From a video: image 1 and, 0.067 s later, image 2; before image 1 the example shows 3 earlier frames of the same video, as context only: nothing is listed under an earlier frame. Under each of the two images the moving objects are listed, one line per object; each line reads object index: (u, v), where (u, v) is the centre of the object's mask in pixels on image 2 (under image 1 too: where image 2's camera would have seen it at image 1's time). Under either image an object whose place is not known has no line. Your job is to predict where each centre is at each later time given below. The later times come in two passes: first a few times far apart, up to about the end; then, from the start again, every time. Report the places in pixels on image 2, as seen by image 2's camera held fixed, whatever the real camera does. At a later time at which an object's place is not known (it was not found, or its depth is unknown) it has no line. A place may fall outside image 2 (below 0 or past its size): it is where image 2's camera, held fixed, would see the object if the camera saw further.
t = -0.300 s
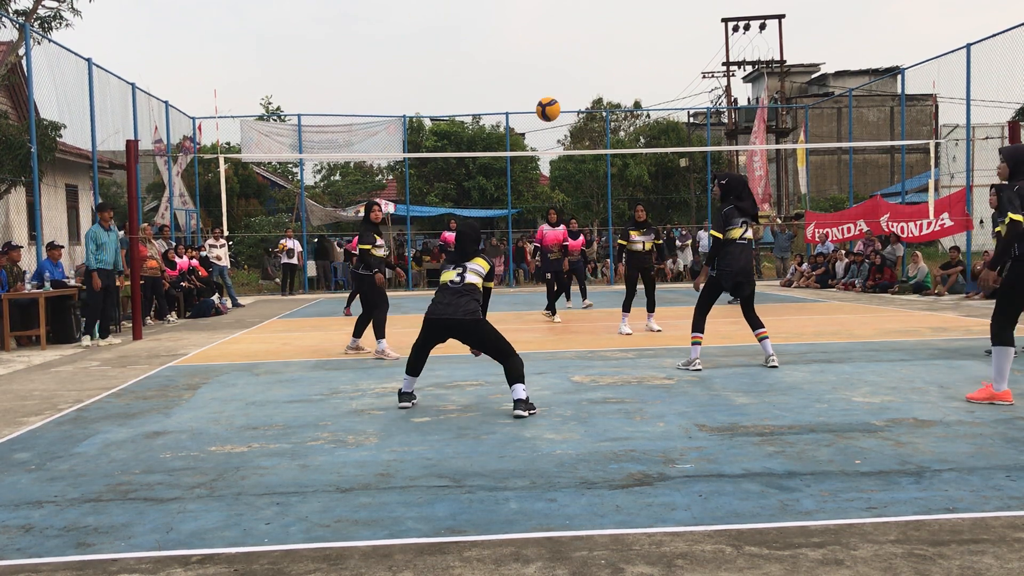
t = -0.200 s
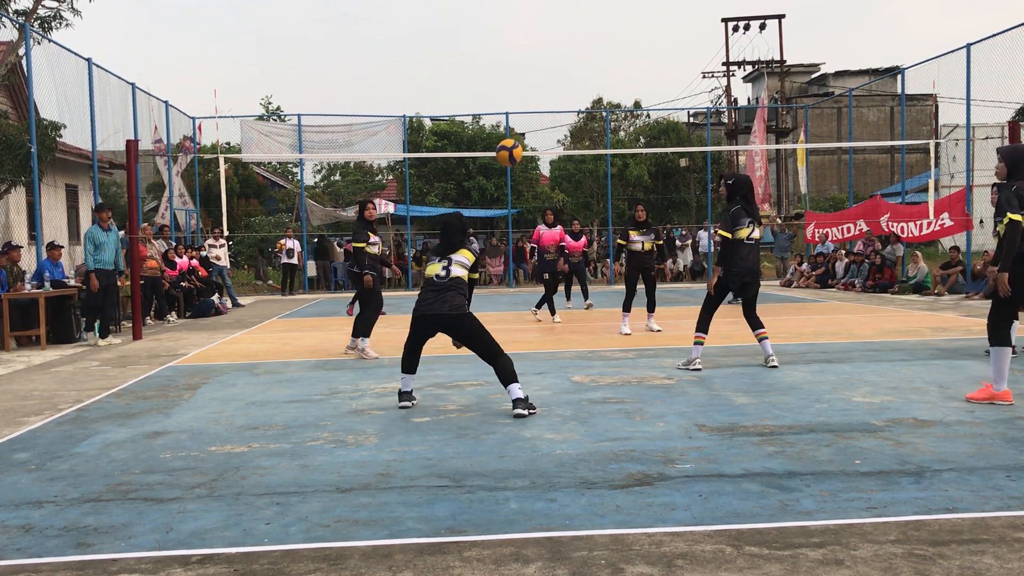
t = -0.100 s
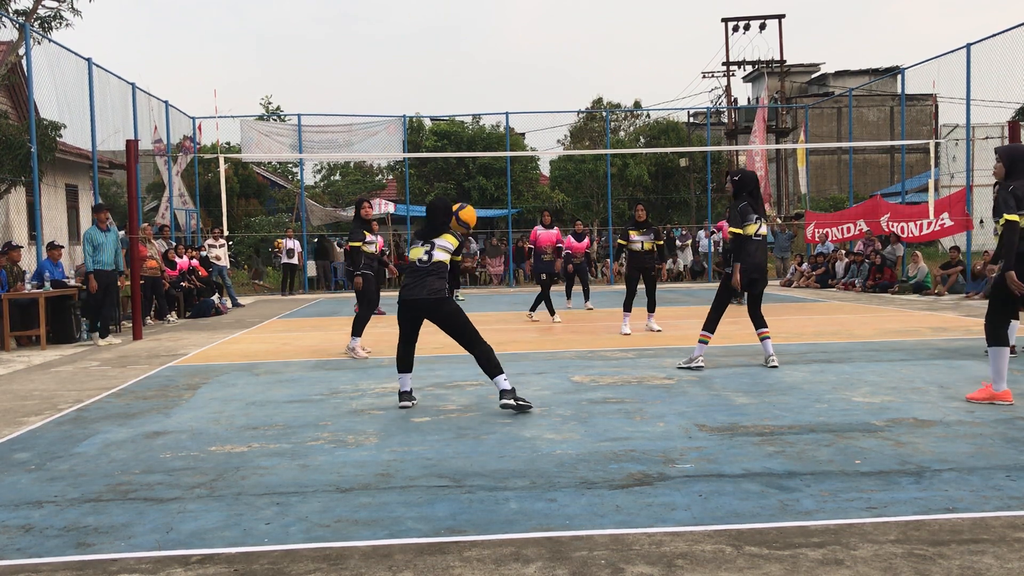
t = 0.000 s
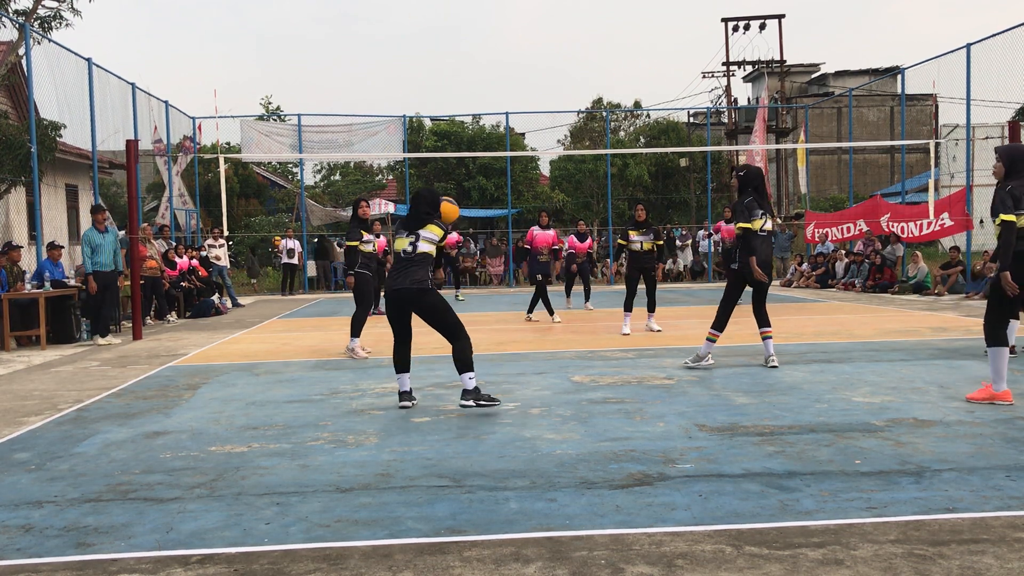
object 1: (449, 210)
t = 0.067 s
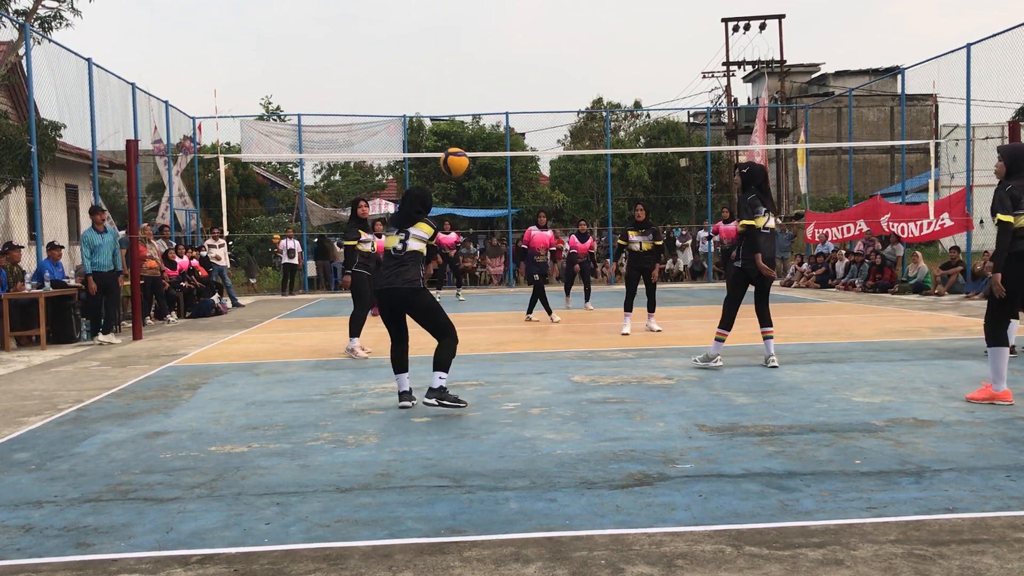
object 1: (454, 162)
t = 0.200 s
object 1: (474, 89)
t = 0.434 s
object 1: (503, 30)
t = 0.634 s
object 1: (525, 35)
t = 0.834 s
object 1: (545, 80)
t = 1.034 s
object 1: (562, 157)
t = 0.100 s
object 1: (459, 140)
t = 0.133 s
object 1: (465, 121)
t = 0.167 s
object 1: (469, 104)
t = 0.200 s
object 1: (474, 89)
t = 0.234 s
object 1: (478, 76)
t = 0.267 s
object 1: (482, 64)
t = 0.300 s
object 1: (487, 54)
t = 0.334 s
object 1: (491, 46)
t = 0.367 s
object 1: (495, 39)
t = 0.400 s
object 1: (499, 34)
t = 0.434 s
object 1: (503, 30)
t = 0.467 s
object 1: (507, 28)
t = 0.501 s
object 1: (511, 27)
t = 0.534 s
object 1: (514, 27)
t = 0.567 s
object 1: (518, 29)
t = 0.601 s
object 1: (522, 31)
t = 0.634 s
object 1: (525, 35)
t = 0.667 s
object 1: (529, 40)
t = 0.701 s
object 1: (532, 46)
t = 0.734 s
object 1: (535, 53)
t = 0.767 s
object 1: (538, 61)
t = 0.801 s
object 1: (542, 70)
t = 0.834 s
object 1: (545, 80)
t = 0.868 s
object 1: (548, 91)
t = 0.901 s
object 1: (551, 103)
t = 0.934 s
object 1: (554, 115)
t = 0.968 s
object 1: (556, 128)
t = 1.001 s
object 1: (559, 142)
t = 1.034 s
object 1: (562, 157)
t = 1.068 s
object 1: (565, 172)
